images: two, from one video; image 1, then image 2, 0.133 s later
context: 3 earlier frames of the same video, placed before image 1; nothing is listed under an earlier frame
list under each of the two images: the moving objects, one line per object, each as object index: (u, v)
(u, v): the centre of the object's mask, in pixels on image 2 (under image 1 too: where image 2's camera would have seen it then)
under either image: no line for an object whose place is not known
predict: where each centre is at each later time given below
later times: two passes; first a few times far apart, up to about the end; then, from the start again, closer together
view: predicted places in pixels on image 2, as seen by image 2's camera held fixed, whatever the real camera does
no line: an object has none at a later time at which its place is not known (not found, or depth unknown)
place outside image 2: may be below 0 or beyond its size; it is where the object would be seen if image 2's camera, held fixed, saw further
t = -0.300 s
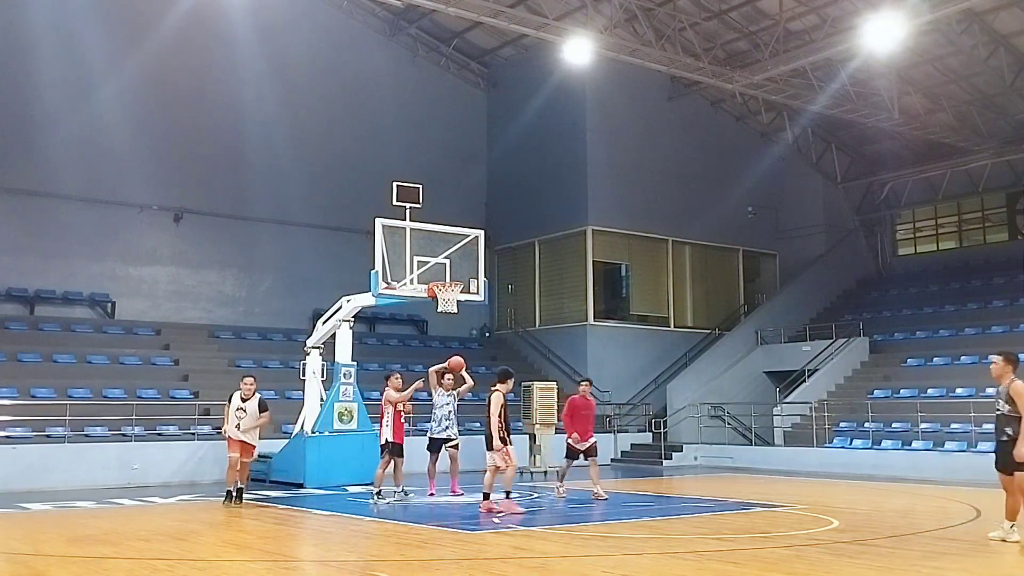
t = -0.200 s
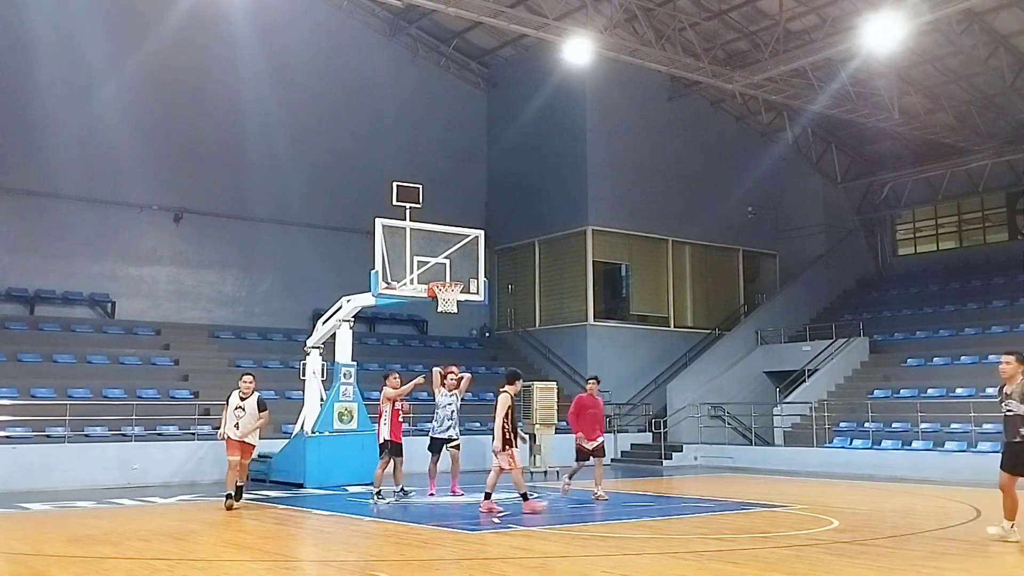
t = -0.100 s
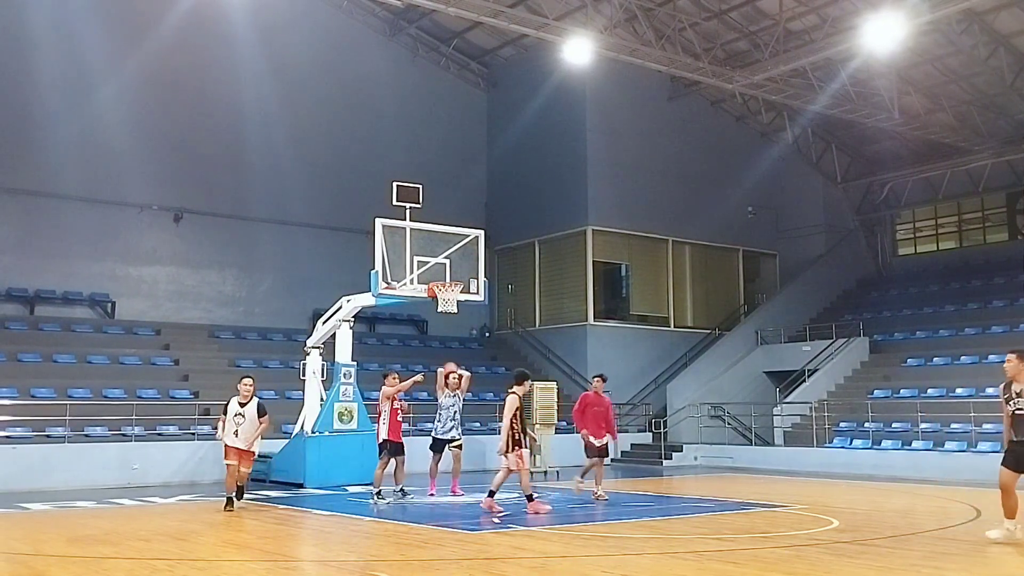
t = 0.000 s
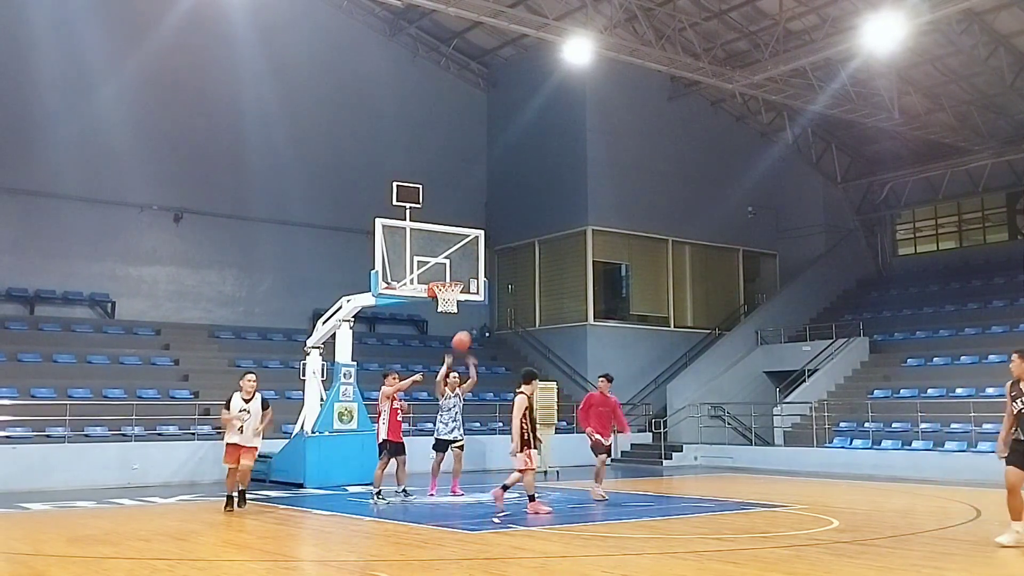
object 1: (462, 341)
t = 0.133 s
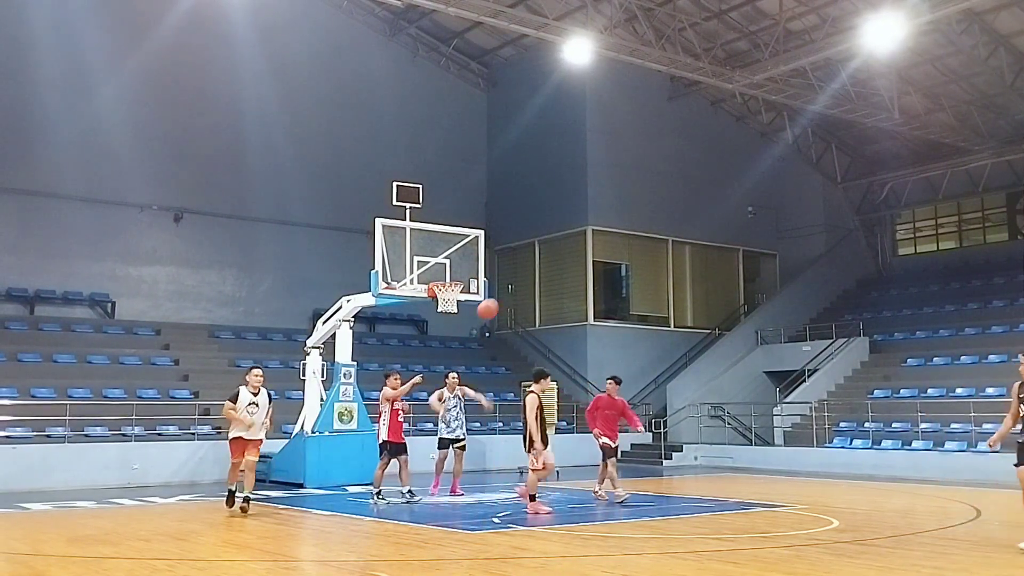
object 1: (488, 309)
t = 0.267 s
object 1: (521, 286)
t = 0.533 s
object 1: (609, 282)
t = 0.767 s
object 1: (734, 351)
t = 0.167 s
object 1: (496, 302)
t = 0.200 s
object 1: (504, 296)
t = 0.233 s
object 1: (512, 290)
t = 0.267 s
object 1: (521, 286)
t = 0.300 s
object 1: (529, 282)
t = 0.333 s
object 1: (539, 279)
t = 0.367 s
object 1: (550, 277)
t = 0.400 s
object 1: (560, 275)
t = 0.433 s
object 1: (571, 275)
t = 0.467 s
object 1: (582, 276)
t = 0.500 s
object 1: (595, 278)
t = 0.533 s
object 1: (609, 282)
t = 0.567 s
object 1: (623, 287)
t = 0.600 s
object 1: (639, 293)
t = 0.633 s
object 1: (655, 301)
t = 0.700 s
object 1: (694, 323)
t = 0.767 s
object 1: (734, 351)
